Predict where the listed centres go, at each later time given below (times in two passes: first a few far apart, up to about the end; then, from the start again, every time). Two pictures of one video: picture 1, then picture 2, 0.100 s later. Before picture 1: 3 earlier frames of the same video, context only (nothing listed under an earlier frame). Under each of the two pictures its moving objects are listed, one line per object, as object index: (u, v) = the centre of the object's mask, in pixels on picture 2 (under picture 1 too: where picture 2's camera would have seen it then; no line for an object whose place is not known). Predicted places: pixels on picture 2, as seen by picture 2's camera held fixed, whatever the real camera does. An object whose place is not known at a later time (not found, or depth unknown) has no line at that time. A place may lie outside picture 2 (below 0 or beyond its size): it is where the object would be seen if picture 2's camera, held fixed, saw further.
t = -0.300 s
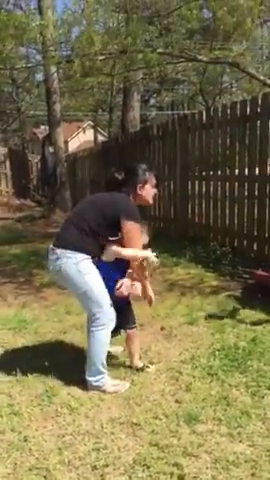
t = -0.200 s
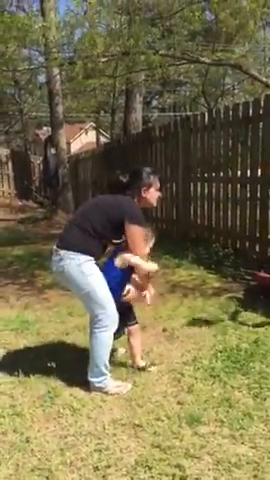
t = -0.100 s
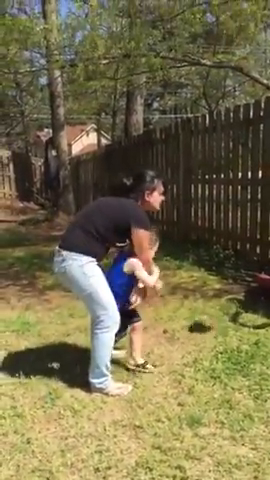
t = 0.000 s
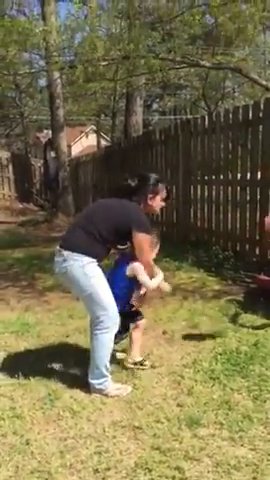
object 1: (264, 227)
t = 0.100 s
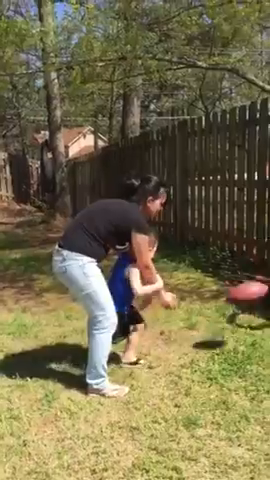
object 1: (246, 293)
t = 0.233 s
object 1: (231, 326)
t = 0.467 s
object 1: (232, 325)
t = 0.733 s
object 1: (237, 361)
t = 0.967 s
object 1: (248, 375)
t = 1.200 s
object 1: (263, 379)
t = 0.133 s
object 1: (239, 315)
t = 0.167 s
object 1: (231, 338)
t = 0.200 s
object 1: (231, 335)
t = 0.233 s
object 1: (231, 326)
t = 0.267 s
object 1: (230, 322)
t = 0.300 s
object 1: (231, 318)
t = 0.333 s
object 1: (231, 316)
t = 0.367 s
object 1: (231, 316)
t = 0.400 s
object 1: (231, 317)
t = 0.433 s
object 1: (231, 320)
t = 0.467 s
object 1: (232, 325)
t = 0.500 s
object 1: (232, 331)
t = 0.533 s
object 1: (232, 340)
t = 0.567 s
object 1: (232, 349)
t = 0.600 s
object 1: (232, 353)
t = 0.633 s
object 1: (233, 353)
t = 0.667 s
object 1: (234, 354)
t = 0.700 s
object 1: (235, 357)
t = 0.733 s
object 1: (237, 361)
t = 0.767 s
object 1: (238, 368)
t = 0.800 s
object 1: (238, 378)
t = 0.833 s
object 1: (239, 380)
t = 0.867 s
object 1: (241, 377)
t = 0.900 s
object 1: (245, 376)
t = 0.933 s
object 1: (246, 375)
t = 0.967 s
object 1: (248, 375)
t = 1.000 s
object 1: (251, 379)
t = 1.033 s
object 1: (253, 379)
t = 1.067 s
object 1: (256, 380)
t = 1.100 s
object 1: (258, 381)
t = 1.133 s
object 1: (259, 381)
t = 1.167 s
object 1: (261, 380)
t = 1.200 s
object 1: (263, 379)
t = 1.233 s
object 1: (264, 378)
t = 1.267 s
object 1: (267, 377)
